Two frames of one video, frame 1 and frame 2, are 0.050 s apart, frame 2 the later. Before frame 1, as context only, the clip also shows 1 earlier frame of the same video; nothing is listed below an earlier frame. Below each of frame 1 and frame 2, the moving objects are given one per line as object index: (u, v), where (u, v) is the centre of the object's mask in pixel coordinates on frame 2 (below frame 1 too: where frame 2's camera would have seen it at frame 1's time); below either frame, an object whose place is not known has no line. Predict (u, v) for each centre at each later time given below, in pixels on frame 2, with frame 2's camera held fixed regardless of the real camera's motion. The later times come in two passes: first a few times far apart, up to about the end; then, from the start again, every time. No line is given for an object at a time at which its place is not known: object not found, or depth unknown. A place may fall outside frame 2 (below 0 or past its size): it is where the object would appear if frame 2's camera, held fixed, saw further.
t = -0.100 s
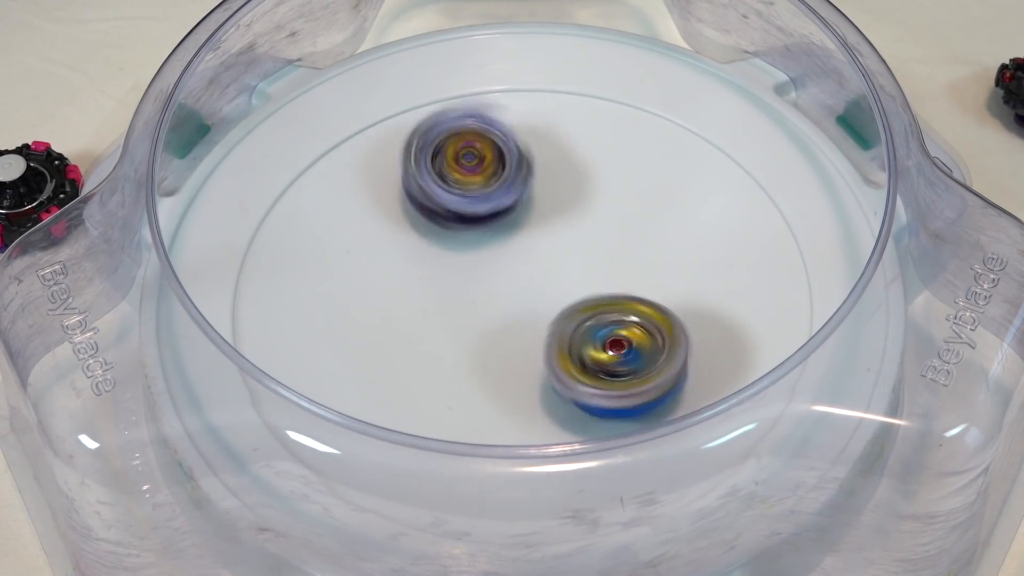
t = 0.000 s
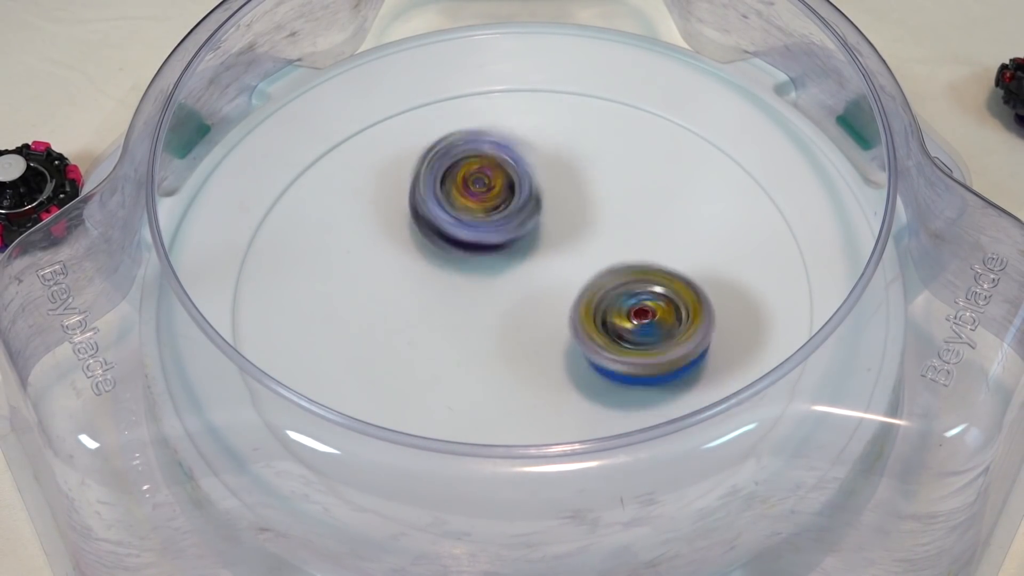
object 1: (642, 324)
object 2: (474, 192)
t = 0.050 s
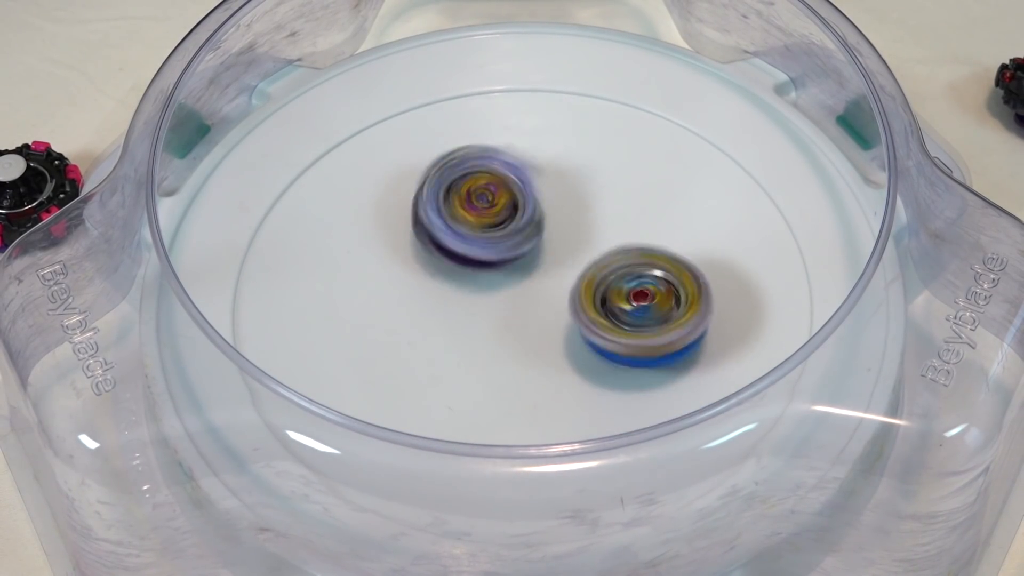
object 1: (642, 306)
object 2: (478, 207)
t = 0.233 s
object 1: (671, 254)
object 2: (407, 266)
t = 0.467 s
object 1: (722, 203)
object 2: (365, 305)
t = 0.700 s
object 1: (630, 224)
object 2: (427, 321)
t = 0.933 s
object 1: (610, 214)
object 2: (406, 329)
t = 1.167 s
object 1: (527, 195)
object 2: (394, 283)
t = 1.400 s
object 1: (539, 166)
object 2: (383, 299)
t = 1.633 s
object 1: (583, 190)
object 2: (428, 313)
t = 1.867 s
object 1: (578, 238)
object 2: (455, 293)
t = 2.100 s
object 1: (587, 285)
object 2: (409, 282)
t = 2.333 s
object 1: (557, 305)
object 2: (392, 282)
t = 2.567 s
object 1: (586, 292)
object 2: (398, 279)
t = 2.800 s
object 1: (624, 279)
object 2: (435, 274)
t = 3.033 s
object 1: (584, 281)
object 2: (451, 246)
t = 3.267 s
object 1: (564, 313)
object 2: (439, 225)
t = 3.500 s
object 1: (524, 330)
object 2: (448, 223)
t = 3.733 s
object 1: (512, 325)
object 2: (488, 208)
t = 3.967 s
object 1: (530, 308)
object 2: (509, 200)
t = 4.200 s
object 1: (531, 318)
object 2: (519, 203)
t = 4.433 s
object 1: (554, 314)
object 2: (539, 201)
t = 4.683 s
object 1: (520, 320)
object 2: (585, 205)
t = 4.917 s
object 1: (497, 343)
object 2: (592, 230)
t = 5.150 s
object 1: (471, 339)
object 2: (583, 286)
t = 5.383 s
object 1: (463, 314)
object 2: (606, 308)
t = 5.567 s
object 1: (450, 307)
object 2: (607, 303)
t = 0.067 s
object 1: (638, 301)
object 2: (481, 215)
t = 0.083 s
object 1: (638, 295)
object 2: (479, 219)
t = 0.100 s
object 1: (634, 290)
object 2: (481, 224)
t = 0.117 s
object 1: (629, 285)
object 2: (483, 230)
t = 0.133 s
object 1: (626, 281)
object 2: (481, 236)
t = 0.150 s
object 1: (621, 276)
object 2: (485, 240)
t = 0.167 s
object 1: (619, 273)
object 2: (482, 248)
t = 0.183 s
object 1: (635, 272)
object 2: (461, 249)
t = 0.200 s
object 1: (648, 262)
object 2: (440, 256)
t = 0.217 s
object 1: (661, 257)
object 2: (422, 258)
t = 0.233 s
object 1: (671, 254)
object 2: (407, 266)
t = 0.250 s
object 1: (683, 248)
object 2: (391, 267)
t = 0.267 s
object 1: (689, 244)
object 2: (383, 273)
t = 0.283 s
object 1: (696, 241)
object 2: (368, 272)
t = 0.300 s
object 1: (700, 237)
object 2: (365, 276)
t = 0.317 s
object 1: (703, 233)
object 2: (358, 276)
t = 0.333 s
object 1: (709, 230)
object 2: (361, 280)
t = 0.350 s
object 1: (713, 226)
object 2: (357, 281)
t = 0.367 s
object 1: (716, 223)
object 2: (360, 284)
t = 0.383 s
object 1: (721, 218)
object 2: (356, 286)
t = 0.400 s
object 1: (724, 214)
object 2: (359, 288)
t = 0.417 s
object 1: (725, 211)
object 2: (354, 292)
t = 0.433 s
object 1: (726, 208)
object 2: (359, 297)
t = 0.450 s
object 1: (725, 205)
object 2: (357, 301)
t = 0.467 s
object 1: (722, 203)
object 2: (365, 305)
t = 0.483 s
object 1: (719, 200)
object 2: (365, 307)
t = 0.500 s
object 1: (714, 200)
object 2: (371, 311)
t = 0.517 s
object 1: (708, 201)
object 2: (372, 312)
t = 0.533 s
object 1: (702, 200)
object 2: (378, 314)
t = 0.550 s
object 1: (694, 202)
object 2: (379, 316)
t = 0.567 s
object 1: (686, 205)
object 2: (385, 318)
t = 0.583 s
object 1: (679, 206)
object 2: (387, 320)
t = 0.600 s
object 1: (672, 209)
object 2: (396, 321)
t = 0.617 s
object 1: (665, 212)
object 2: (399, 322)
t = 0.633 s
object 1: (658, 214)
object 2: (407, 323)
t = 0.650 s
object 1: (651, 217)
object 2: (410, 323)
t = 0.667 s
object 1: (644, 219)
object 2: (416, 322)
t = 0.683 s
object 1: (638, 221)
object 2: (418, 322)
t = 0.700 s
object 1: (630, 224)
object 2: (427, 321)
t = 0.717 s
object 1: (624, 226)
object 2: (431, 321)
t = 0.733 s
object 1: (618, 227)
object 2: (441, 319)
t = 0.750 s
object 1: (610, 230)
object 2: (444, 318)
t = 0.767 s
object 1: (605, 231)
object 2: (455, 314)
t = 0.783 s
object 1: (598, 233)
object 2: (461, 312)
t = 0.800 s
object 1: (590, 235)
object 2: (472, 308)
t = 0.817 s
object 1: (587, 235)
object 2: (474, 306)
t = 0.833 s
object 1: (595, 230)
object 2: (464, 308)
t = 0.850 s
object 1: (604, 226)
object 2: (446, 313)
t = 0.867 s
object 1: (610, 219)
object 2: (437, 317)
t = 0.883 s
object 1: (612, 217)
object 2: (421, 323)
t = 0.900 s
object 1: (615, 214)
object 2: (419, 322)
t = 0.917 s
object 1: (613, 214)
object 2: (406, 327)
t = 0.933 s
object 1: (610, 214)
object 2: (406, 329)
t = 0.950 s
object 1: (603, 213)
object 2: (402, 327)
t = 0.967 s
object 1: (597, 212)
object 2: (404, 328)
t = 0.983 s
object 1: (591, 210)
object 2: (403, 323)
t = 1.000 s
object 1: (584, 208)
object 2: (404, 319)
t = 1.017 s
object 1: (579, 204)
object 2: (401, 314)
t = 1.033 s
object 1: (572, 203)
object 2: (398, 311)
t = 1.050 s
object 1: (569, 199)
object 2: (395, 306)
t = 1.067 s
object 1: (564, 200)
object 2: (392, 306)
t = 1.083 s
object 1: (560, 199)
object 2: (395, 301)
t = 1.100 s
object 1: (552, 198)
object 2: (390, 299)
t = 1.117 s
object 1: (544, 198)
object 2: (395, 294)
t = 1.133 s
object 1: (538, 196)
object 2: (391, 290)
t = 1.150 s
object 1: (531, 197)
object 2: (395, 285)
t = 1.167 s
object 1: (527, 195)
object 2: (394, 283)
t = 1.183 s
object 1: (521, 196)
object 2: (398, 280)
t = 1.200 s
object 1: (517, 195)
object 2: (400, 276)
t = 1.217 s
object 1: (509, 197)
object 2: (405, 274)
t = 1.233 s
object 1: (509, 195)
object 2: (405, 273)
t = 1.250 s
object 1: (516, 190)
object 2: (396, 281)
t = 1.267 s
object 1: (521, 186)
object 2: (394, 284)
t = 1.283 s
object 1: (525, 181)
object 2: (386, 287)
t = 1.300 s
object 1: (529, 180)
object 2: (387, 291)
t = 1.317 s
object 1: (529, 179)
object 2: (382, 292)
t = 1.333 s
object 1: (530, 177)
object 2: (385, 296)
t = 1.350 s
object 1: (531, 174)
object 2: (385, 296)
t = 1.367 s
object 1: (532, 172)
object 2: (385, 299)
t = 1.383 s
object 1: (535, 168)
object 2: (387, 299)
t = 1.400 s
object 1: (539, 166)
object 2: (383, 299)
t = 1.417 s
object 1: (546, 164)
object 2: (386, 303)
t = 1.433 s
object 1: (551, 165)
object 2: (387, 305)
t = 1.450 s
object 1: (556, 165)
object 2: (392, 310)
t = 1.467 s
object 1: (558, 166)
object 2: (399, 312)
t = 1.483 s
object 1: (561, 166)
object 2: (400, 314)
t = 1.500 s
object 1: (563, 166)
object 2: (407, 315)
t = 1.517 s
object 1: (567, 167)
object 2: (407, 314)
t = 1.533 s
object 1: (570, 168)
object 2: (412, 315)
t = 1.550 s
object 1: (576, 172)
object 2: (414, 314)
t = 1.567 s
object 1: (578, 175)
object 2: (414, 315)
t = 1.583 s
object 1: (581, 181)
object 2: (418, 314)
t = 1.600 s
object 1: (582, 183)
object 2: (418, 315)
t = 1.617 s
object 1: (582, 188)
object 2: (425, 315)
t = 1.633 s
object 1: (583, 190)
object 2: (428, 313)
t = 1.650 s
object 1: (582, 194)
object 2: (434, 312)
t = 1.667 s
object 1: (584, 195)
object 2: (441, 310)
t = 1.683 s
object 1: (583, 201)
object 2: (441, 308)
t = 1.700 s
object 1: (584, 204)
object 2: (445, 306)
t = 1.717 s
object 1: (581, 210)
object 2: (446, 304)
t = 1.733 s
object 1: (580, 213)
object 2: (449, 302)
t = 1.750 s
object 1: (576, 219)
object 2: (456, 297)
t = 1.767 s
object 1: (575, 220)
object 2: (457, 296)
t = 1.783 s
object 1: (574, 224)
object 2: (461, 294)
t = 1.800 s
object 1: (575, 223)
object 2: (458, 294)
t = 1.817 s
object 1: (576, 227)
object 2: (457, 295)
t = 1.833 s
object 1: (578, 228)
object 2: (455, 292)
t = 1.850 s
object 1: (577, 234)
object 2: (452, 295)
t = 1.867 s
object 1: (578, 238)
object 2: (455, 293)
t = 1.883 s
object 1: (579, 244)
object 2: (445, 295)
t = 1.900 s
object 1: (581, 250)
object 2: (447, 297)
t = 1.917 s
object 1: (580, 257)
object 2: (446, 295)
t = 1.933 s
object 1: (581, 259)
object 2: (446, 294)
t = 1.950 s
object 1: (583, 263)
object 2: (444, 290)
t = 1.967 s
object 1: (586, 266)
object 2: (439, 288)
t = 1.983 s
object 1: (588, 271)
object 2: (438, 286)
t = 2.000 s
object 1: (589, 275)
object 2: (430, 285)
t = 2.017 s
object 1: (589, 278)
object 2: (427, 283)
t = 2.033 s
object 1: (587, 281)
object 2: (423, 282)
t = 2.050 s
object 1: (587, 281)
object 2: (417, 283)
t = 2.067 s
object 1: (585, 283)
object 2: (417, 282)
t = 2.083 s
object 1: (587, 282)
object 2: (409, 282)
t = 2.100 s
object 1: (587, 285)
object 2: (409, 282)
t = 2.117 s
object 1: (589, 286)
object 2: (404, 281)
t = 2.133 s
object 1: (588, 290)
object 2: (401, 283)
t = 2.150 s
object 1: (586, 292)
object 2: (399, 282)
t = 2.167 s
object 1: (583, 296)
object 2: (391, 284)
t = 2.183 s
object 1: (578, 299)
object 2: (393, 283)
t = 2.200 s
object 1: (574, 302)
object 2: (390, 282)
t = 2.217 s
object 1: (568, 304)
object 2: (390, 284)
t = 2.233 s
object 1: (567, 304)
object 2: (391, 283)
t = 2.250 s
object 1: (563, 305)
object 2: (388, 285)
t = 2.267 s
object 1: (563, 305)
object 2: (393, 284)
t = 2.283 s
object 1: (561, 306)
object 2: (393, 282)
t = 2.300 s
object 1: (561, 305)
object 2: (395, 282)
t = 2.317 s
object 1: (559, 306)
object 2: (397, 281)
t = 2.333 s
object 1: (557, 305)
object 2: (392, 282)
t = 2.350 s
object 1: (553, 305)
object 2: (398, 283)
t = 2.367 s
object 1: (548, 303)
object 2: (401, 283)
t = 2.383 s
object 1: (547, 302)
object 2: (408, 284)
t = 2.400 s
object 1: (555, 302)
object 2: (406, 282)
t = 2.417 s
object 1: (563, 302)
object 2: (397, 283)
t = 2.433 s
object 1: (567, 302)
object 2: (397, 284)
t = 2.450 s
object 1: (575, 301)
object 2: (398, 282)
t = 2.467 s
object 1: (579, 302)
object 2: (394, 281)
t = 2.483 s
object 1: (581, 302)
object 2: (396, 281)
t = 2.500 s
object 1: (581, 302)
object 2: (395, 279)
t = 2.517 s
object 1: (580, 300)
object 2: (392, 281)
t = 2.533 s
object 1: (581, 299)
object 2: (397, 281)
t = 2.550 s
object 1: (581, 295)
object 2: (398, 280)
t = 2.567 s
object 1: (586, 292)
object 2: (398, 279)
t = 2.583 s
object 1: (591, 290)
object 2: (401, 279)
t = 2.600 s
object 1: (600, 289)
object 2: (399, 278)
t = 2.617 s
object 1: (605, 288)
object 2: (402, 280)
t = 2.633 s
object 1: (608, 287)
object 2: (406, 280)
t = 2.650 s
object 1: (609, 286)
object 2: (408, 279)
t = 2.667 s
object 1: (609, 286)
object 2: (416, 281)
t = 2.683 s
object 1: (614, 283)
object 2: (424, 280)
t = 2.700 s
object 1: (616, 283)
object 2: (424, 279)
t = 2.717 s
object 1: (621, 282)
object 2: (431, 278)
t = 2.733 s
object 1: (621, 282)
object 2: (435, 276)
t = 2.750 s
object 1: (621, 281)
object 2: (432, 276)
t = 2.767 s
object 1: (623, 279)
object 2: (435, 275)
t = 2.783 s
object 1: (623, 279)
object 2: (436, 274)
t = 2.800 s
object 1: (624, 279)
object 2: (435, 274)
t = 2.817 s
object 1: (621, 279)
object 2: (440, 273)
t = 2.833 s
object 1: (622, 277)
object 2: (442, 271)
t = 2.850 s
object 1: (623, 277)
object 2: (443, 271)
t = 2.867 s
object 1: (619, 276)
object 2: (448, 269)
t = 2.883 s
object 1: (617, 275)
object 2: (449, 266)
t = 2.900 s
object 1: (612, 276)
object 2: (451, 265)
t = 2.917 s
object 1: (611, 275)
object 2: (455, 262)
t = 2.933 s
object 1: (607, 276)
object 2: (453, 260)
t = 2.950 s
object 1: (601, 276)
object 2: (454, 259)
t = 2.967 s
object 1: (597, 276)
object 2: (457, 255)
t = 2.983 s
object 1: (590, 277)
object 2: (454, 255)
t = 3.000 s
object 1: (589, 277)
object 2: (454, 254)
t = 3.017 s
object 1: (586, 280)
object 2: (454, 249)
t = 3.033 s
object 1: (584, 281)
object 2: (451, 246)
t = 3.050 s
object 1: (578, 283)
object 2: (452, 245)
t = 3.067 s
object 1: (575, 284)
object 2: (453, 239)
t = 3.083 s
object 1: (578, 287)
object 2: (448, 238)
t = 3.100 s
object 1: (577, 291)
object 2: (446, 238)
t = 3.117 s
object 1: (578, 295)
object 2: (446, 234)
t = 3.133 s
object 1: (576, 299)
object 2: (440, 232)
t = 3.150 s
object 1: (574, 300)
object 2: (440, 234)
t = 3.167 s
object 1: (574, 301)
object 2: (441, 229)
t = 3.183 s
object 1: (572, 303)
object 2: (437, 229)
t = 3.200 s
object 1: (574, 303)
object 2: (438, 229)
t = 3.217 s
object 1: (574, 305)
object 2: (440, 227)
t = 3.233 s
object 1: (572, 307)
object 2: (438, 227)
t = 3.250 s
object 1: (570, 309)
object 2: (440, 226)
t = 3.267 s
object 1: (564, 313)
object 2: (439, 225)
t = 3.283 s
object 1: (560, 315)
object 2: (439, 226)
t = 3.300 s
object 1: (556, 317)
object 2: (441, 223)
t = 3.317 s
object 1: (552, 318)
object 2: (438, 223)
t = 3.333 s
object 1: (550, 317)
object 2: (437, 224)
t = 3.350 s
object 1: (548, 319)
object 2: (439, 225)
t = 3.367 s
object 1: (548, 318)
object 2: (437, 225)
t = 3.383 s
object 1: (548, 319)
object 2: (438, 227)
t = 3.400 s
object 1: (544, 320)
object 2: (442, 230)
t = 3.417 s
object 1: (542, 319)
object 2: (443, 230)
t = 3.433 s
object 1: (536, 320)
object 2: (444, 232)
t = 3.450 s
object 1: (532, 318)
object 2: (448, 232)
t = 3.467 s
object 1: (531, 322)
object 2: (449, 230)
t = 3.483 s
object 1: (527, 327)
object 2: (446, 226)
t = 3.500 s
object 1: (524, 330)
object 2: (448, 223)
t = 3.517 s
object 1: (520, 333)
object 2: (450, 219)
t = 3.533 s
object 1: (518, 332)
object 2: (447, 219)
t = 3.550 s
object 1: (518, 331)
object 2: (449, 220)
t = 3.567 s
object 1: (517, 331)
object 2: (455, 220)
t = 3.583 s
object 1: (522, 330)
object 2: (458, 218)
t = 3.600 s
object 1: (526, 330)
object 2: (459, 219)
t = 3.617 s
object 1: (527, 331)
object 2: (467, 218)
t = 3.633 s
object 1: (529, 331)
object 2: (474, 215)
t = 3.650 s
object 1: (529, 333)
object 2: (475, 214)
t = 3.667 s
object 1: (525, 334)
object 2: (481, 214)
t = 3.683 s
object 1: (521, 333)
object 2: (485, 212)
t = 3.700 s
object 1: (514, 331)
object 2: (485, 210)
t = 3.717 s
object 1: (513, 328)
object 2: (485, 209)
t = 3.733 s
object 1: (512, 325)
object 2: (488, 208)
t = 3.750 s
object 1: (512, 324)
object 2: (489, 206)
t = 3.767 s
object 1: (517, 323)
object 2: (485, 207)
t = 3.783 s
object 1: (521, 323)
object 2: (486, 208)
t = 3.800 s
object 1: (522, 325)
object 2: (489, 208)
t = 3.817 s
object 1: (525, 326)
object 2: (488, 207)
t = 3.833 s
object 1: (525, 327)
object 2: (487, 209)
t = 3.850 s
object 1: (523, 327)
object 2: (492, 209)
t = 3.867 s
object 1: (522, 327)
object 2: (496, 207)
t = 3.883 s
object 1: (520, 326)
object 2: (495, 207)
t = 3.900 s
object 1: (518, 323)
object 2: (500, 206)
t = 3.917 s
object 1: (520, 319)
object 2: (506, 205)
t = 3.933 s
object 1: (519, 316)
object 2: (505, 203)
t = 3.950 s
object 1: (524, 311)
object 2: (506, 200)
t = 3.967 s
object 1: (530, 308)
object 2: (509, 200)
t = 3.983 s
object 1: (534, 307)
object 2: (510, 199)
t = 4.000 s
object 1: (540, 307)
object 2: (504, 200)
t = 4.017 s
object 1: (542, 309)
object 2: (507, 202)
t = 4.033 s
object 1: (543, 309)
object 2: (510, 202)
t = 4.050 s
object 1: (545, 315)
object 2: (512, 201)
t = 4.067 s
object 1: (541, 321)
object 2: (513, 200)
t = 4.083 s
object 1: (537, 325)
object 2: (517, 198)
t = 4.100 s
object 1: (533, 326)
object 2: (518, 195)
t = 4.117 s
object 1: (530, 326)
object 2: (512, 196)
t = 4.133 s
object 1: (530, 324)
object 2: (513, 198)
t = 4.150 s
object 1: (529, 324)
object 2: (516, 198)
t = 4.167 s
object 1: (529, 323)
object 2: (515, 198)
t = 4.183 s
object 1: (529, 320)
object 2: (514, 202)
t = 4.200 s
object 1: (531, 318)
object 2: (519, 203)
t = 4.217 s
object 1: (534, 317)
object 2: (524, 203)
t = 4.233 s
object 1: (534, 317)
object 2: (526, 204)
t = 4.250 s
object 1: (539, 315)
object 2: (531, 203)
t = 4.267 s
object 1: (541, 315)
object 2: (534, 201)
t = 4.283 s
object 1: (543, 315)
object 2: (533, 200)
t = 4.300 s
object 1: (544, 314)
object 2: (536, 200)
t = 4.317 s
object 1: (547, 314)
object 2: (538, 199)
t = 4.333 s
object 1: (550, 315)
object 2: (534, 197)
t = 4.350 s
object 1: (549, 315)
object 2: (533, 198)
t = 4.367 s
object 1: (551, 315)
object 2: (535, 199)
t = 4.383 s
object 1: (552, 314)
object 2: (536, 199)
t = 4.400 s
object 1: (554, 316)
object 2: (533, 200)
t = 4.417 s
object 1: (552, 315)
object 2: (536, 201)
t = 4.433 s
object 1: (554, 314)
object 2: (539, 201)
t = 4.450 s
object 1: (555, 314)
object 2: (539, 202)
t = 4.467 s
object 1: (555, 315)
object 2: (540, 203)
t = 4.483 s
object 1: (555, 314)
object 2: (547, 203)
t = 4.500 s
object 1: (556, 318)
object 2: (552, 202)
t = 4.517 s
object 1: (554, 320)
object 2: (550, 202)
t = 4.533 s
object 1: (547, 323)
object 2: (555, 203)
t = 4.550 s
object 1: (541, 325)
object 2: (561, 205)
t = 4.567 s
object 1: (537, 325)
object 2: (565, 204)
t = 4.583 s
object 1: (531, 324)
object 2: (564, 205)
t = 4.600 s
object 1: (526, 323)
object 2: (570, 208)
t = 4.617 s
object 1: (524, 320)
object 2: (575, 210)
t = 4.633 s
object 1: (523, 315)
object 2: (576, 209)
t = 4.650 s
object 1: (522, 315)
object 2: (576, 209)
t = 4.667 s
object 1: (519, 318)
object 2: (582, 208)
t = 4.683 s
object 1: (520, 320)
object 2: (585, 205)
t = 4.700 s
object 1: (519, 323)
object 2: (586, 201)
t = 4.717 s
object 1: (519, 325)
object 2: (583, 197)
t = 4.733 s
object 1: (516, 329)
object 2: (583, 196)
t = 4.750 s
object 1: (513, 331)
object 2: (585, 196)
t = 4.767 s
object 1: (514, 331)
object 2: (588, 196)
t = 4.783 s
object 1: (512, 333)
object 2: (589, 197)
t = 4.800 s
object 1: (510, 334)
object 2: (587, 200)
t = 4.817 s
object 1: (508, 337)
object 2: (587, 208)
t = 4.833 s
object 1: (504, 339)
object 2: (592, 215)
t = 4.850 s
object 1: (503, 339)
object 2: (594, 222)
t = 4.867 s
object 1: (502, 340)
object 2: (595, 223)
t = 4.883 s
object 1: (500, 341)
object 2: (594, 227)
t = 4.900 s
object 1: (498, 342)
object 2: (594, 229)
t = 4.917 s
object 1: (497, 343)
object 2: (592, 230)
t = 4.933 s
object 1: (494, 344)
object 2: (587, 230)
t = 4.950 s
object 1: (491, 345)
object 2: (582, 231)
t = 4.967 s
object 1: (490, 345)
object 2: (581, 234)
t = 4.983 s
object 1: (488, 345)
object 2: (584, 240)
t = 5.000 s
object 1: (487, 345)
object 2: (586, 243)
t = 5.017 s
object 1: (485, 344)
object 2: (588, 247)
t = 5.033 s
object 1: (483, 343)
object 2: (584, 250)
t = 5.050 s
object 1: (481, 343)
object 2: (581, 255)
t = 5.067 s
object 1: (479, 342)
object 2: (581, 261)
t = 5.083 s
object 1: (479, 342)
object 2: (583, 267)
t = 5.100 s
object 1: (476, 341)
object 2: (587, 273)
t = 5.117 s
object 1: (474, 341)
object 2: (587, 277)
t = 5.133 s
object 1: (472, 340)
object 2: (584, 281)
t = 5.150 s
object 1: (471, 339)
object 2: (583, 286)
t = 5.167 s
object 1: (472, 337)
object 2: (584, 292)
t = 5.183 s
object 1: (471, 335)
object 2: (587, 296)
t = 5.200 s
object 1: (471, 334)
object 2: (588, 299)
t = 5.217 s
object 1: (470, 332)
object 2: (590, 301)
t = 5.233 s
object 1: (470, 331)
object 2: (590, 302)
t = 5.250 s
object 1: (469, 329)
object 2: (589, 304)
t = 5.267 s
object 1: (469, 327)
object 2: (590, 306)
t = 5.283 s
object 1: (470, 325)
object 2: (593, 308)
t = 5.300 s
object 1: (469, 323)
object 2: (597, 310)
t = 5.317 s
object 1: (468, 321)
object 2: (599, 310)
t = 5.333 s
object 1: (467, 319)
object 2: (603, 309)
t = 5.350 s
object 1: (466, 317)
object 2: (606, 308)
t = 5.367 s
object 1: (465, 316)
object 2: (607, 308)
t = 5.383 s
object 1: (463, 314)
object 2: (606, 308)
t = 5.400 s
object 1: (461, 312)
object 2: (606, 308)
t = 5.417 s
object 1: (459, 311)
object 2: (608, 308)
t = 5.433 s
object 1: (457, 310)
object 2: (608, 308)
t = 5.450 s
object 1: (455, 309)
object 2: (610, 307)
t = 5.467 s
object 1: (454, 308)
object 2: (610, 306)
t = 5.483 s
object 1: (452, 308)
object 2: (609, 304)
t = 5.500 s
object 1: (451, 307)
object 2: (609, 303)
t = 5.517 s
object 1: (450, 307)
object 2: (610, 301)
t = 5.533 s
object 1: (450, 307)
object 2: (609, 301)
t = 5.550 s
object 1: (450, 307)
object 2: (608, 302)
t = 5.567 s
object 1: (450, 307)
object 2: (607, 303)
